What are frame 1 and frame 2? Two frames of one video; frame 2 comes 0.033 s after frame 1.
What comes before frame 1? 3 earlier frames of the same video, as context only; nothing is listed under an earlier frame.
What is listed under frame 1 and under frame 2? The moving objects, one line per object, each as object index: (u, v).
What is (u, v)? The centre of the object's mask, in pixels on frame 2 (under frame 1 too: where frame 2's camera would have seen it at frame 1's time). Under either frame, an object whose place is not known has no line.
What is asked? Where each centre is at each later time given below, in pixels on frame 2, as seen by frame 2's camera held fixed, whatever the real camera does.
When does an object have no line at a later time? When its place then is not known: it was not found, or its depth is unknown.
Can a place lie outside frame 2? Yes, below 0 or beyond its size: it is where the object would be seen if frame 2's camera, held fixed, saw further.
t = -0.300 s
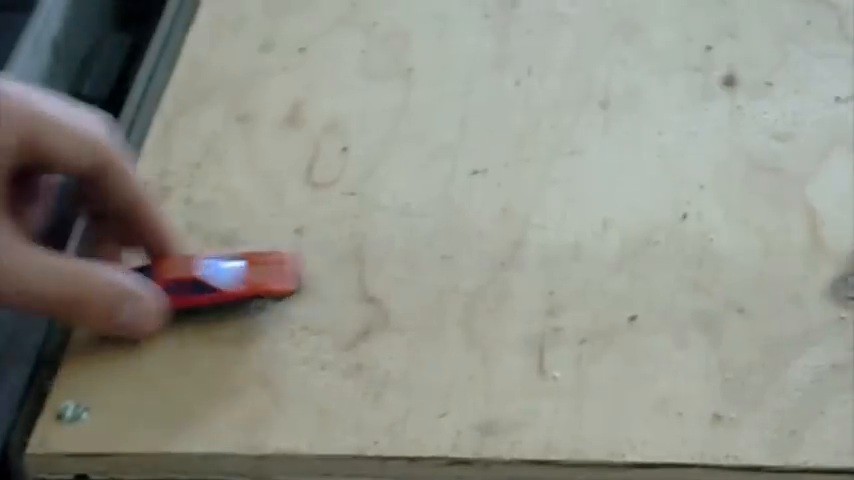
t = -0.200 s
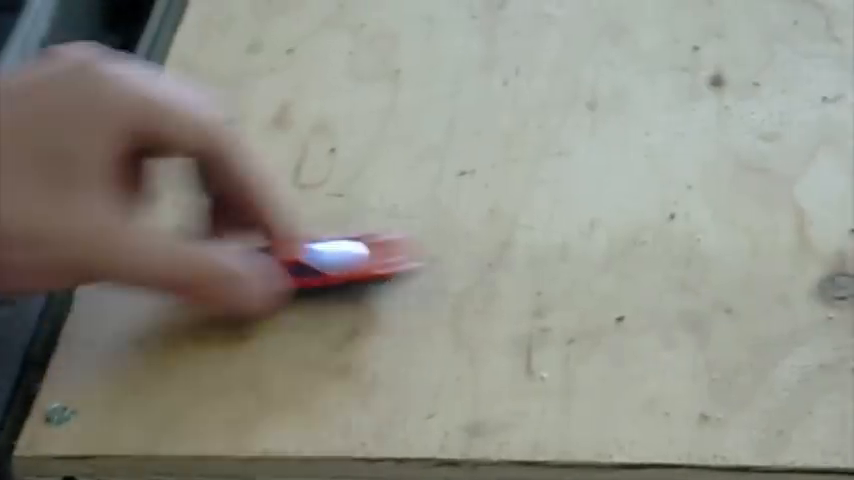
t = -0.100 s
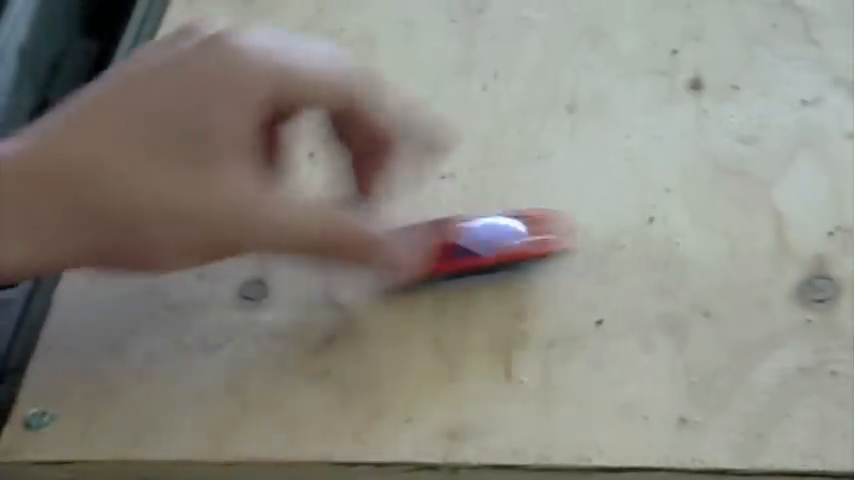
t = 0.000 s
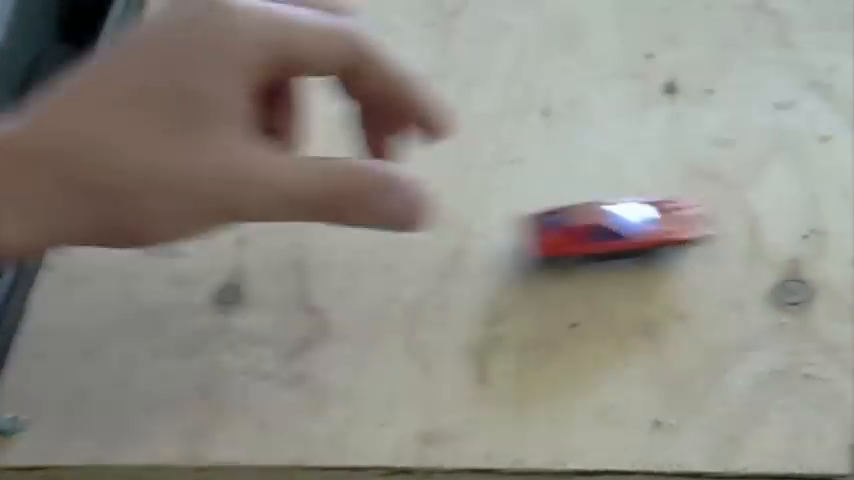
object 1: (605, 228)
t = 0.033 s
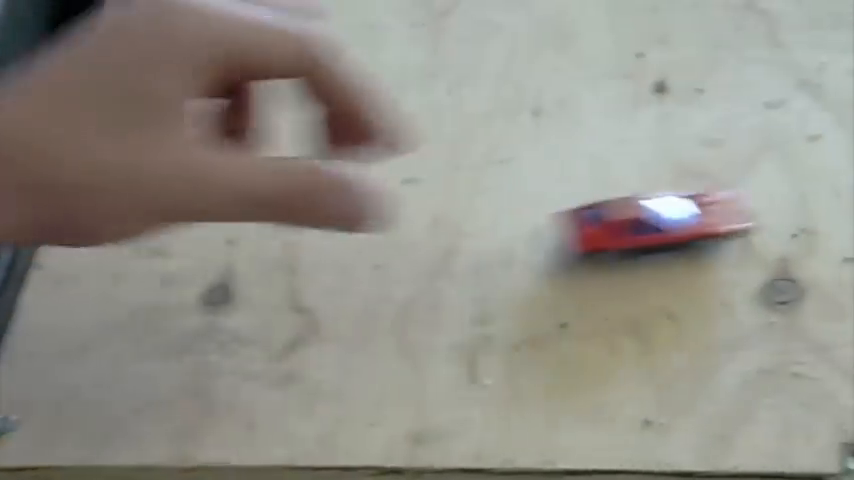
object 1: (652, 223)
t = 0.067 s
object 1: (701, 217)
